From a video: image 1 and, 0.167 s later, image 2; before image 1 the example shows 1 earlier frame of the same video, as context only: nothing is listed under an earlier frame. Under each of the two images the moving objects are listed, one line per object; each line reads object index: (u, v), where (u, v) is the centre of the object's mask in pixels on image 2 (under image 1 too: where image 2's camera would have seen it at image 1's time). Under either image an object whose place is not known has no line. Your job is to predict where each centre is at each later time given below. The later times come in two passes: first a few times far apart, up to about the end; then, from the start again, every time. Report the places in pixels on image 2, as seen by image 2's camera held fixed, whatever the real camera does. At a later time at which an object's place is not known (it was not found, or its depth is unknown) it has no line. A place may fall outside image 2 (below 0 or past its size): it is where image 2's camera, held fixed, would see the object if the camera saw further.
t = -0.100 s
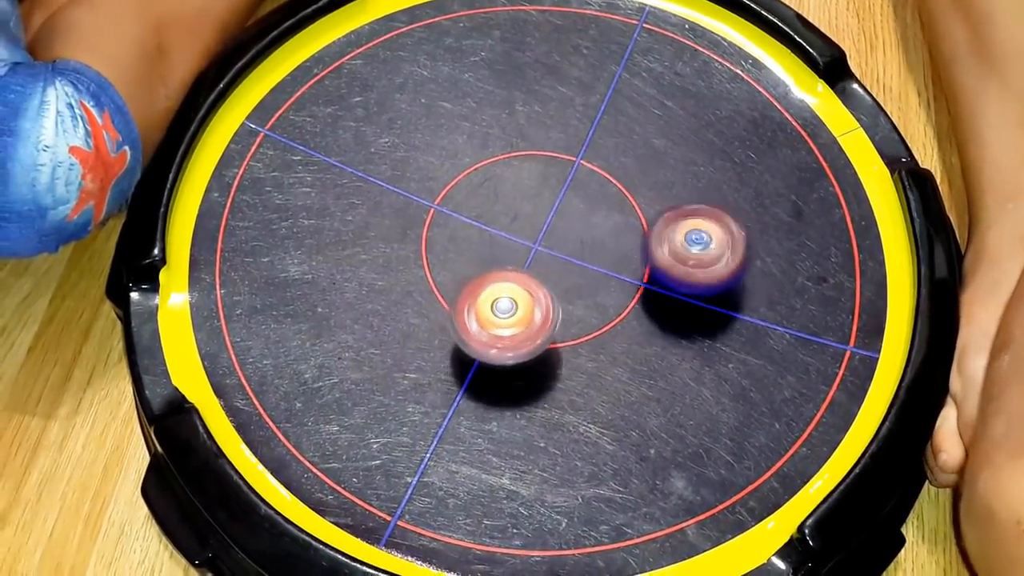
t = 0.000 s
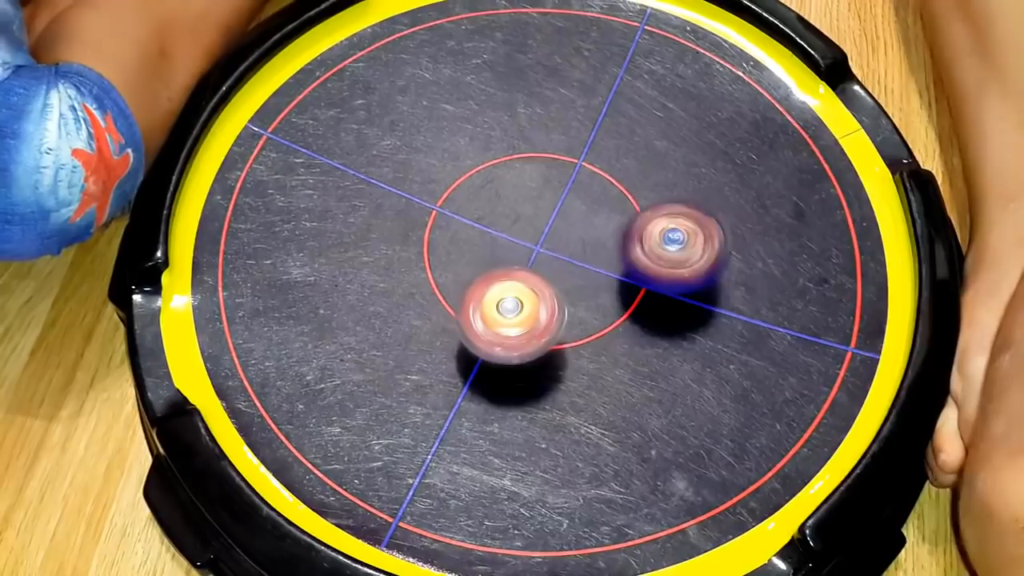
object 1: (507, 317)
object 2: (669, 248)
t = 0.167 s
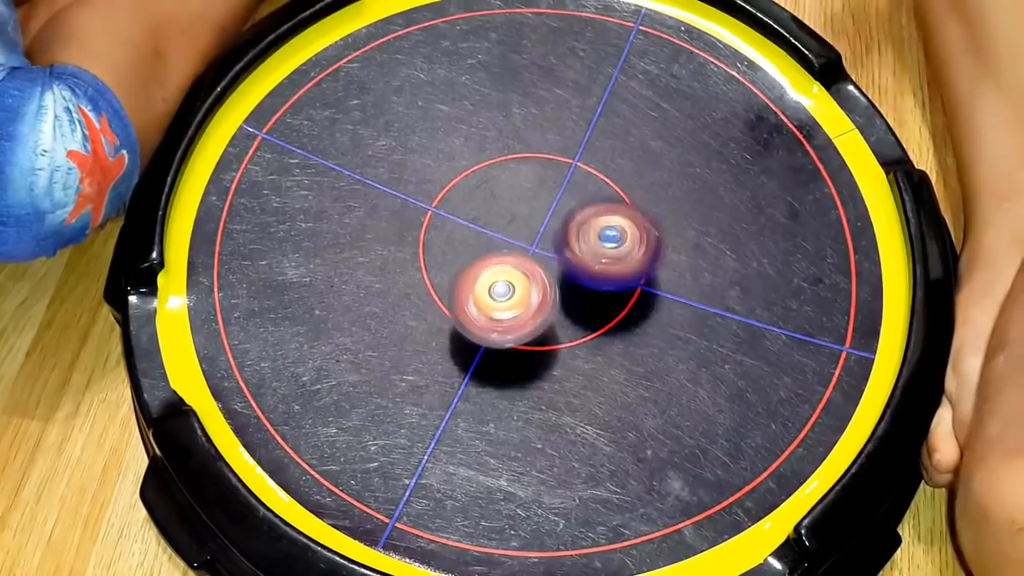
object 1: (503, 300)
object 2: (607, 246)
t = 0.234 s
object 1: (497, 299)
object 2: (589, 239)
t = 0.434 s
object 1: (486, 294)
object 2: (545, 214)
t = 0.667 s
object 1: (476, 301)
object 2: (494, 142)
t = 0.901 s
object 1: (476, 293)
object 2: (446, 112)
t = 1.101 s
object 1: (485, 285)
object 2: (431, 127)
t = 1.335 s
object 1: (492, 277)
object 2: (459, 171)
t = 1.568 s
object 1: (505, 299)
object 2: (484, 105)
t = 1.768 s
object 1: (503, 297)
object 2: (502, 85)
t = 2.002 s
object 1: (501, 290)
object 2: (534, 107)
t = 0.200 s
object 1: (502, 298)
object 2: (597, 245)
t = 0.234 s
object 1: (497, 299)
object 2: (589, 239)
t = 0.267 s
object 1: (494, 299)
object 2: (583, 235)
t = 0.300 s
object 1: (492, 298)
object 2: (579, 231)
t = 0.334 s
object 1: (490, 298)
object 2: (573, 227)
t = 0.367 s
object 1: (488, 296)
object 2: (563, 222)
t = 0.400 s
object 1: (487, 295)
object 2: (555, 218)
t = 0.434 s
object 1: (486, 294)
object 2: (545, 214)
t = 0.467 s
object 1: (483, 296)
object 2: (537, 208)
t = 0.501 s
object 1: (481, 300)
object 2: (531, 199)
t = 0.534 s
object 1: (479, 302)
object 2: (525, 185)
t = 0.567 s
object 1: (477, 303)
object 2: (518, 173)
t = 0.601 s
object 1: (476, 303)
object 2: (511, 161)
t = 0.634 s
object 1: (477, 303)
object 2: (504, 150)
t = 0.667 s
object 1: (476, 301)
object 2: (494, 142)
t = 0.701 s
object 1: (475, 297)
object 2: (485, 133)
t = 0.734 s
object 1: (474, 296)
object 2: (478, 127)
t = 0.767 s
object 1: (473, 295)
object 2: (470, 121)
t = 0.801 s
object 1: (474, 295)
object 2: (464, 118)
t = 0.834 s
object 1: (474, 294)
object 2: (458, 115)
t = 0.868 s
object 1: (474, 294)
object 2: (452, 113)
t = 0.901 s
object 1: (476, 293)
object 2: (446, 112)
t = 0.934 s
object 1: (478, 293)
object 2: (441, 112)
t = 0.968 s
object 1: (479, 292)
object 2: (438, 114)
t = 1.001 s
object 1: (480, 290)
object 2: (435, 116)
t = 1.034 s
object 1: (482, 289)
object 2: (432, 120)
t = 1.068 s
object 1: (484, 288)
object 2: (431, 123)
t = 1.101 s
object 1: (485, 285)
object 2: (431, 127)
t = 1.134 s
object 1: (486, 282)
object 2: (431, 134)
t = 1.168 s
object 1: (487, 279)
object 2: (433, 139)
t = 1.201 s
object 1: (489, 277)
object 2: (436, 146)
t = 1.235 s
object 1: (489, 273)
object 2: (440, 155)
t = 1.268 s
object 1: (490, 270)
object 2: (444, 162)
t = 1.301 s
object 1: (489, 267)
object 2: (451, 170)
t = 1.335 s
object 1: (492, 277)
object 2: (459, 171)
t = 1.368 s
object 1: (499, 291)
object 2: (464, 162)
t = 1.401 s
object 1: (504, 299)
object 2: (469, 151)
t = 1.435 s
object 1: (507, 301)
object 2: (471, 140)
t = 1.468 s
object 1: (506, 300)
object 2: (474, 131)
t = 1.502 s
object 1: (505, 300)
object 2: (479, 122)
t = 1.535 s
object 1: (506, 300)
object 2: (483, 112)
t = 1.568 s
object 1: (505, 299)
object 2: (484, 105)
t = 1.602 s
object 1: (505, 299)
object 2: (489, 100)
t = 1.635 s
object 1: (505, 299)
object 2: (492, 94)
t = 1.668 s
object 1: (504, 299)
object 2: (493, 90)
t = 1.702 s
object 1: (504, 298)
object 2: (496, 88)
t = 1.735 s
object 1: (503, 298)
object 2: (499, 86)
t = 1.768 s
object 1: (503, 297)
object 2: (502, 85)
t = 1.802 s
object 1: (503, 296)
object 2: (505, 85)
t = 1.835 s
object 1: (504, 295)
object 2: (510, 86)
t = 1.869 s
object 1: (503, 295)
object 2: (514, 89)
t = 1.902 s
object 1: (503, 294)
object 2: (517, 91)
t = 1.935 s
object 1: (503, 293)
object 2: (522, 95)
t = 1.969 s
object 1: (502, 291)
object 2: (529, 102)
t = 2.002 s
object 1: (501, 290)
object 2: (534, 107)
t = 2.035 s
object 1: (501, 288)
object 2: (541, 113)
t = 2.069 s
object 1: (501, 287)
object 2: (550, 123)
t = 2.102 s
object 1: (501, 285)
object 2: (559, 130)
